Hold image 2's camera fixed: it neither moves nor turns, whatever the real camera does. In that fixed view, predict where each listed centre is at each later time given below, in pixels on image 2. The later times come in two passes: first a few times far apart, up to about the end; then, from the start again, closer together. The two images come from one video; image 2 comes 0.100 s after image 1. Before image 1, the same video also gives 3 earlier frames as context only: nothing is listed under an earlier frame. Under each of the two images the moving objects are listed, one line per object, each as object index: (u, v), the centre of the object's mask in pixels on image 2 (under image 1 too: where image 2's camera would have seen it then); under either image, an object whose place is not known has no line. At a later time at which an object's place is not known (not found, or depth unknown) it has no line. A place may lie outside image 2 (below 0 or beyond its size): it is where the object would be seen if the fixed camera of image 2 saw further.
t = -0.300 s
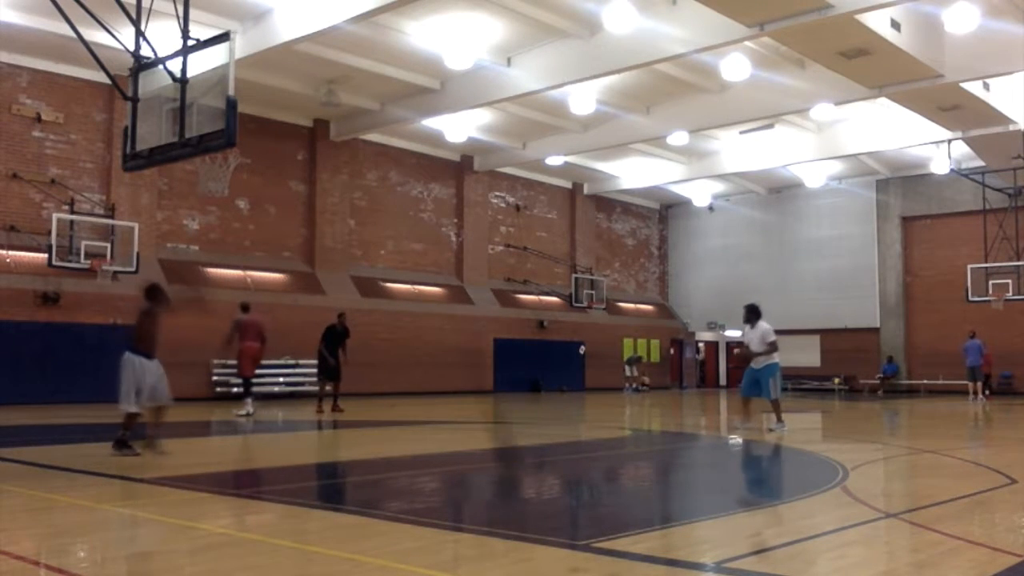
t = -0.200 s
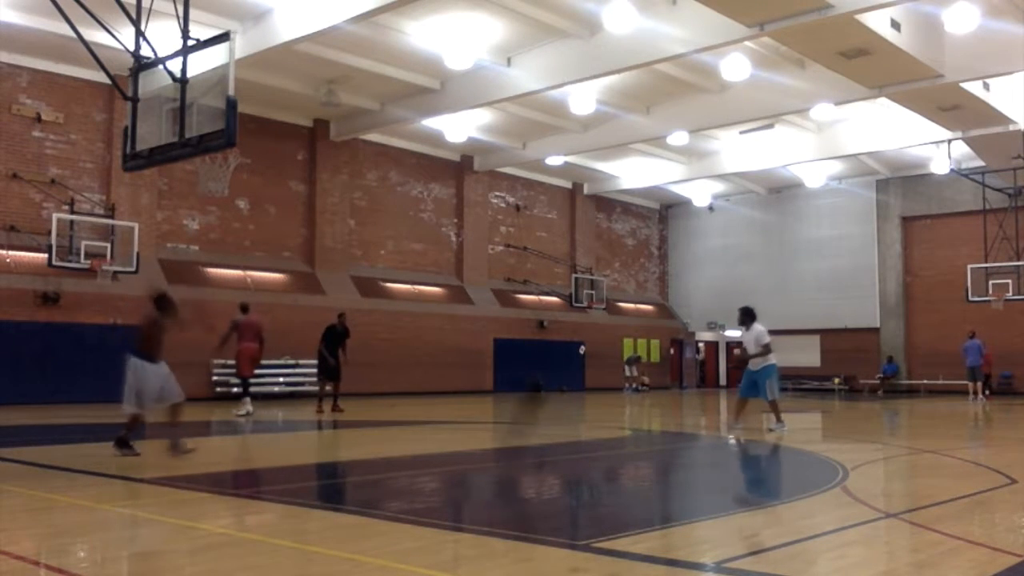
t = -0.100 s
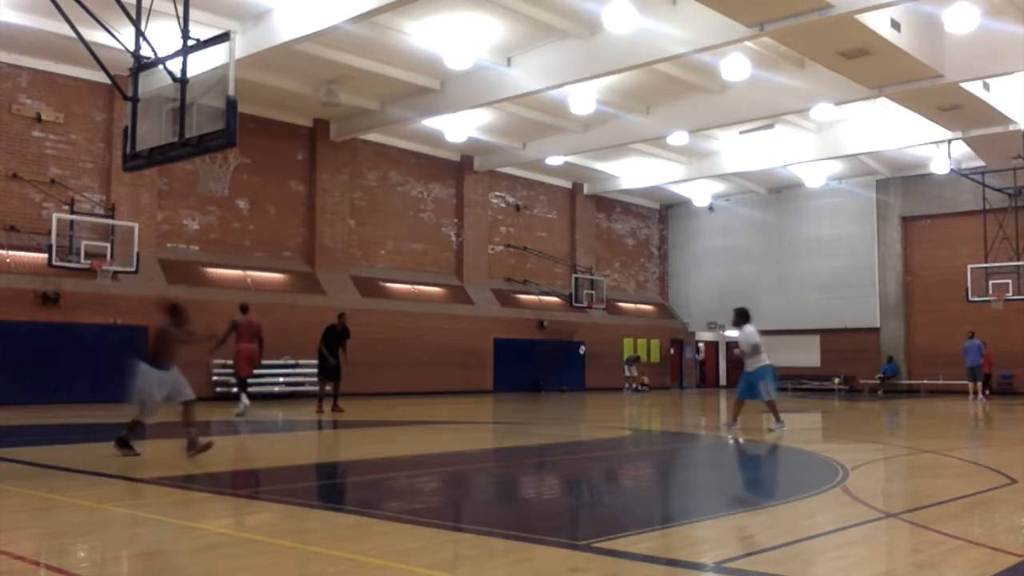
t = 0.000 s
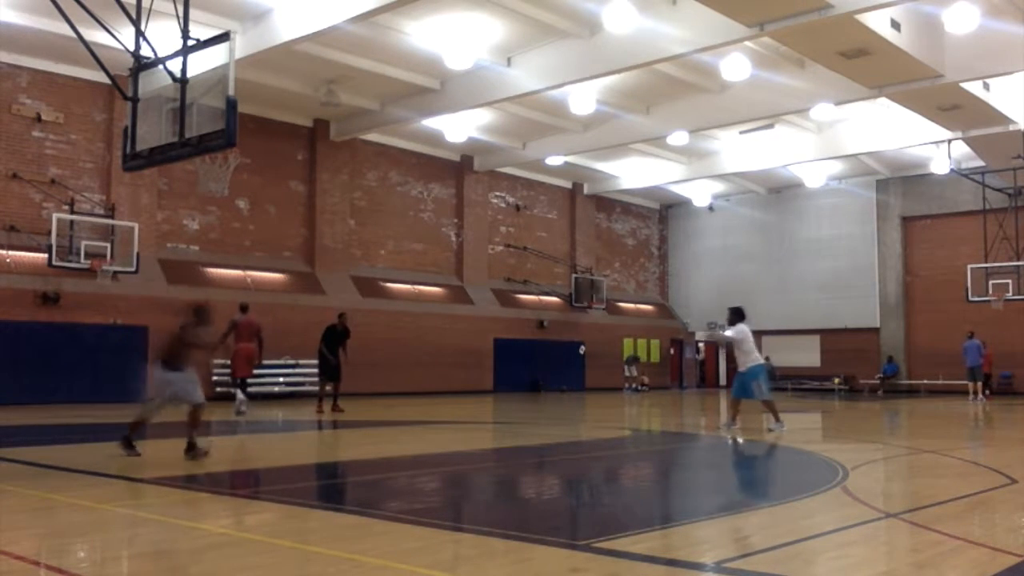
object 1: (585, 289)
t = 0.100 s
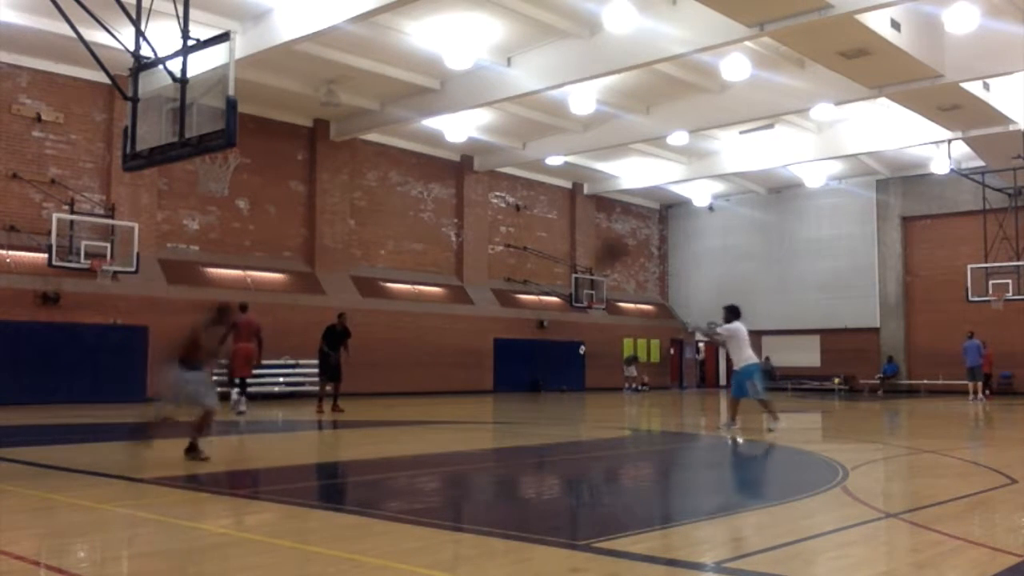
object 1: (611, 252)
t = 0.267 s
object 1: (665, 206)
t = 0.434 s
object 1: (723, 203)
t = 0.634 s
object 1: (800, 255)
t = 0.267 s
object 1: (665, 206)
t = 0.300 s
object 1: (676, 203)
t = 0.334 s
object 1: (685, 202)
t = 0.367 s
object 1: (699, 200)
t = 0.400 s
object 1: (712, 200)
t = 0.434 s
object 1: (723, 203)
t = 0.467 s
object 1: (734, 207)
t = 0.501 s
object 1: (747, 213)
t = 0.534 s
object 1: (759, 220)
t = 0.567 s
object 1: (772, 230)
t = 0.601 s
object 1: (786, 242)
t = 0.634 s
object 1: (800, 255)
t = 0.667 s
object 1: (813, 271)
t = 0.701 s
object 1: (827, 288)
